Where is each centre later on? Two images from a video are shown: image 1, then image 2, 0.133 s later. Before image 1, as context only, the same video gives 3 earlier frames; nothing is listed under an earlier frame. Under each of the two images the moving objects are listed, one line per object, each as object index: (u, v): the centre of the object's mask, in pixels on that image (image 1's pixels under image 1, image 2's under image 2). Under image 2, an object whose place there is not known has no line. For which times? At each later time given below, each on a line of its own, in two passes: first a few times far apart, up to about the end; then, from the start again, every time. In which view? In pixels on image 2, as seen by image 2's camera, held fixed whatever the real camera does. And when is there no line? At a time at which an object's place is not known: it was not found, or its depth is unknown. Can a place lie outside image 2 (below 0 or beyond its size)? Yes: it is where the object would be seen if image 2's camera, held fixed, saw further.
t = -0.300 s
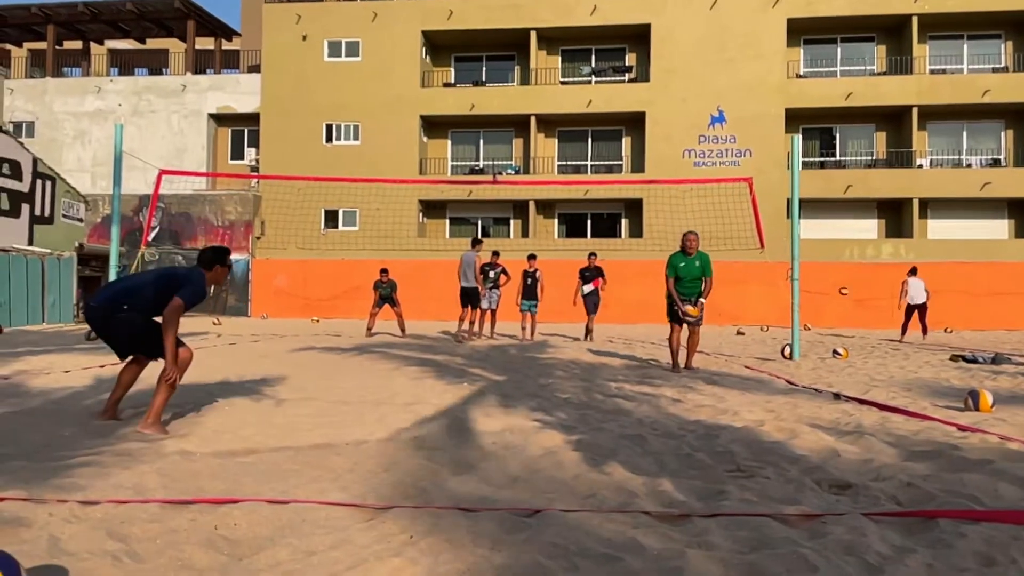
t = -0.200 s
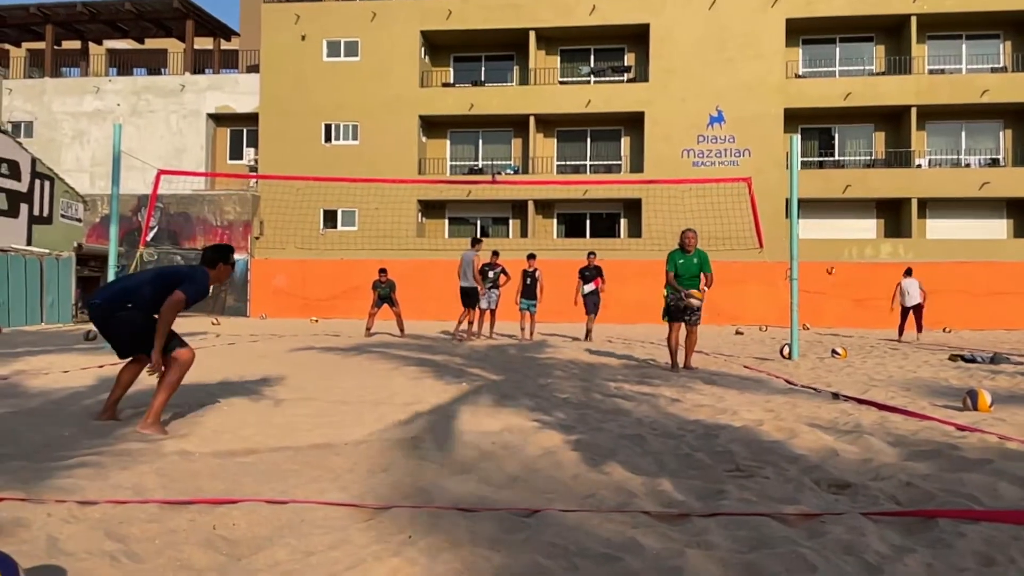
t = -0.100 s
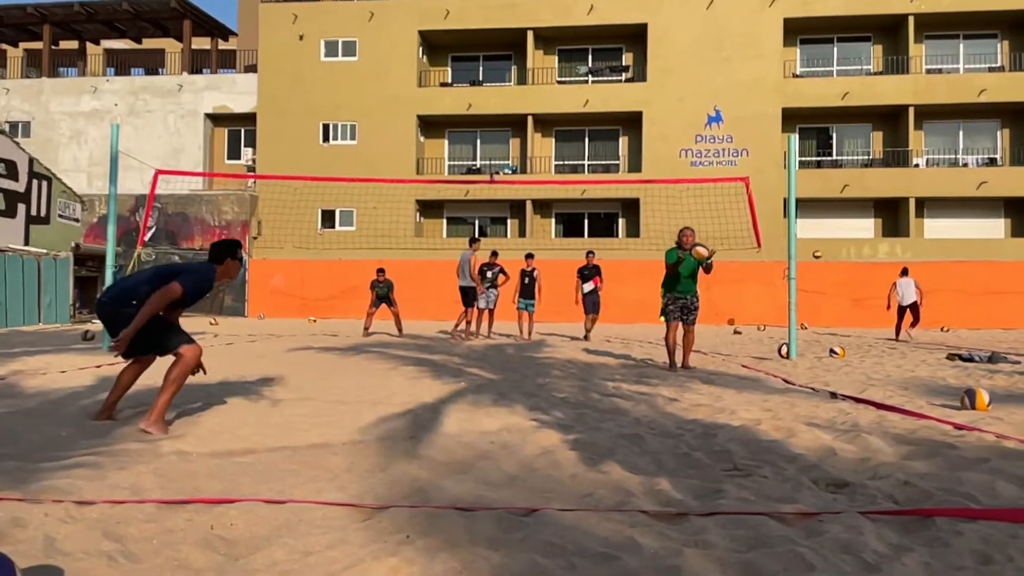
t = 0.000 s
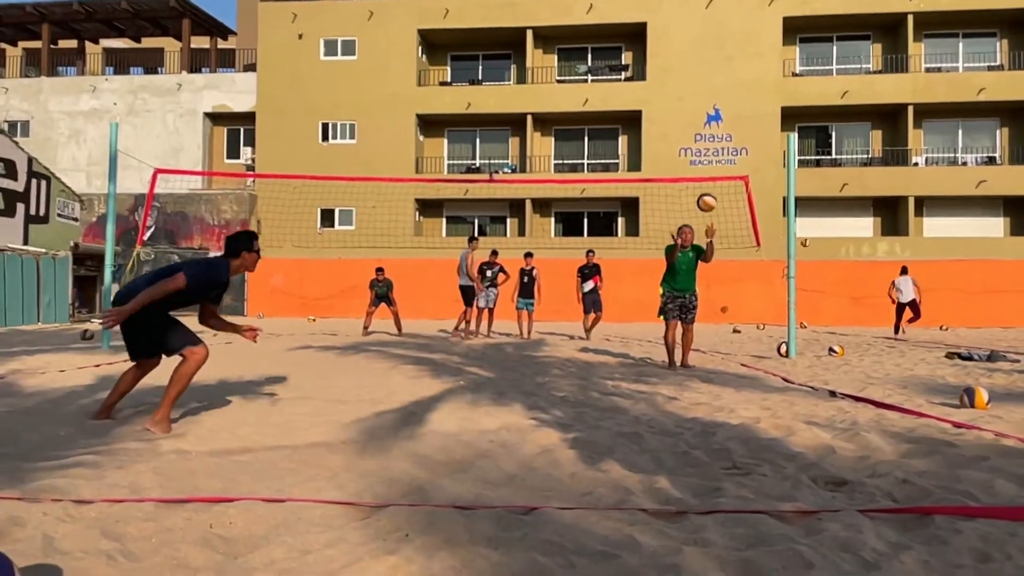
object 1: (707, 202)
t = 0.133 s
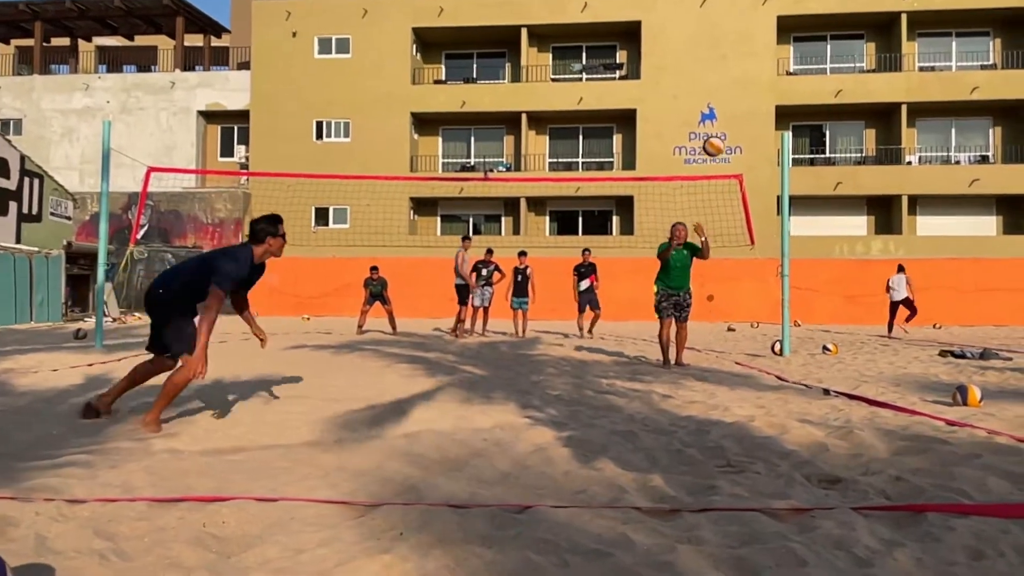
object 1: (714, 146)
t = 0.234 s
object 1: (724, 112)
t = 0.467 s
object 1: (748, 64)
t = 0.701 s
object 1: (779, 72)
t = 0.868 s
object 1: (804, 123)
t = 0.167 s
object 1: (717, 134)
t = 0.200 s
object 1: (720, 123)
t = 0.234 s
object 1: (724, 112)
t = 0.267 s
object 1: (727, 103)
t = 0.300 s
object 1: (730, 94)
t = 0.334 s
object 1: (734, 86)
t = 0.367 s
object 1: (737, 79)
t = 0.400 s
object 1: (741, 72)
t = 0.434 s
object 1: (744, 68)
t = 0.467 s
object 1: (748, 64)
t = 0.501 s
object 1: (752, 62)
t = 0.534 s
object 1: (756, 60)
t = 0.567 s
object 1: (760, 59)
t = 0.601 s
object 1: (765, 60)
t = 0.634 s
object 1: (770, 62)
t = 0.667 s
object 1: (774, 66)
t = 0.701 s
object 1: (779, 72)
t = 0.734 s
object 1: (783, 79)
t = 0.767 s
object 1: (788, 87)
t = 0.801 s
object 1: (793, 98)
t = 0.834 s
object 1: (799, 109)
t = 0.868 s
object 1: (804, 123)
